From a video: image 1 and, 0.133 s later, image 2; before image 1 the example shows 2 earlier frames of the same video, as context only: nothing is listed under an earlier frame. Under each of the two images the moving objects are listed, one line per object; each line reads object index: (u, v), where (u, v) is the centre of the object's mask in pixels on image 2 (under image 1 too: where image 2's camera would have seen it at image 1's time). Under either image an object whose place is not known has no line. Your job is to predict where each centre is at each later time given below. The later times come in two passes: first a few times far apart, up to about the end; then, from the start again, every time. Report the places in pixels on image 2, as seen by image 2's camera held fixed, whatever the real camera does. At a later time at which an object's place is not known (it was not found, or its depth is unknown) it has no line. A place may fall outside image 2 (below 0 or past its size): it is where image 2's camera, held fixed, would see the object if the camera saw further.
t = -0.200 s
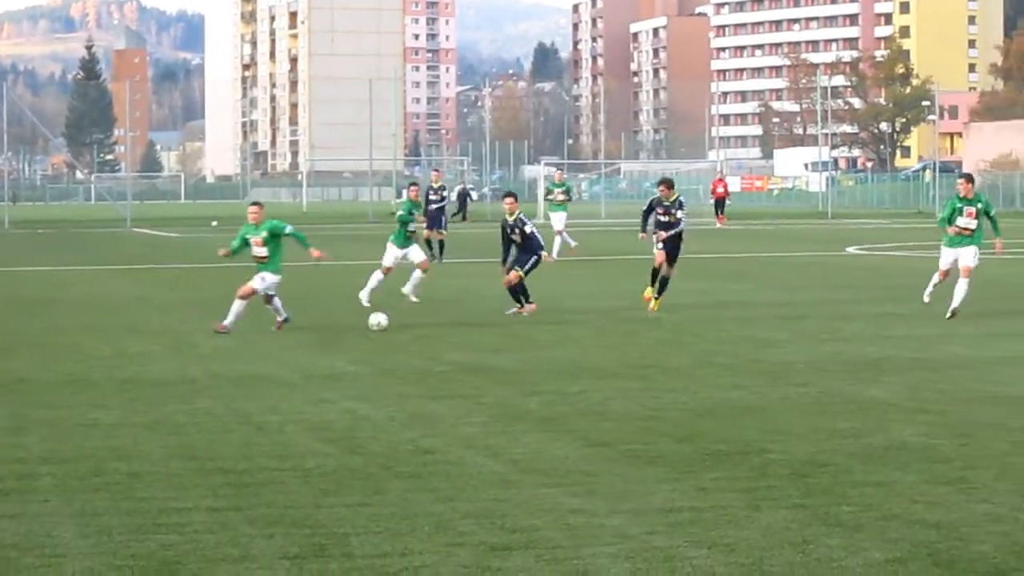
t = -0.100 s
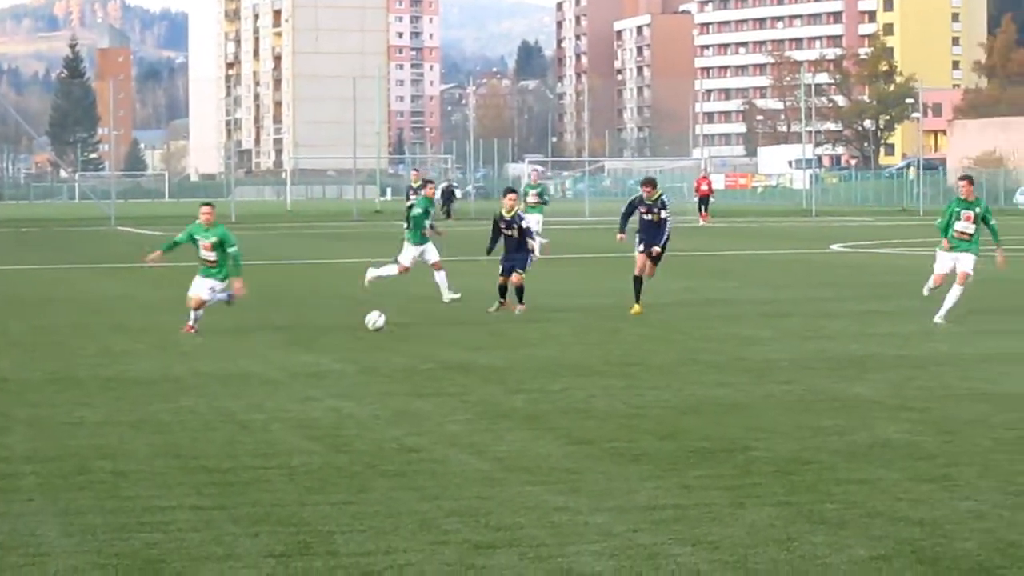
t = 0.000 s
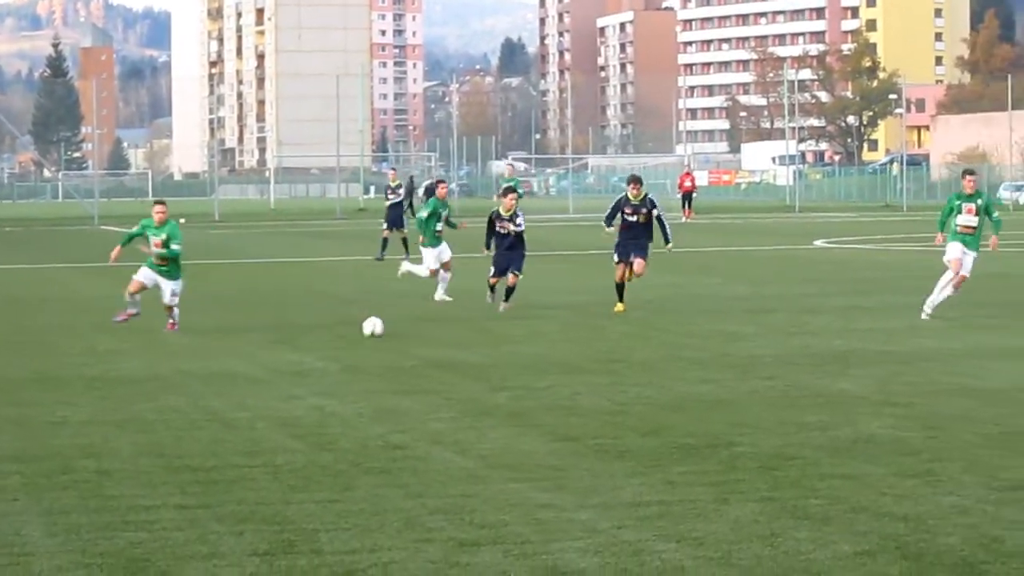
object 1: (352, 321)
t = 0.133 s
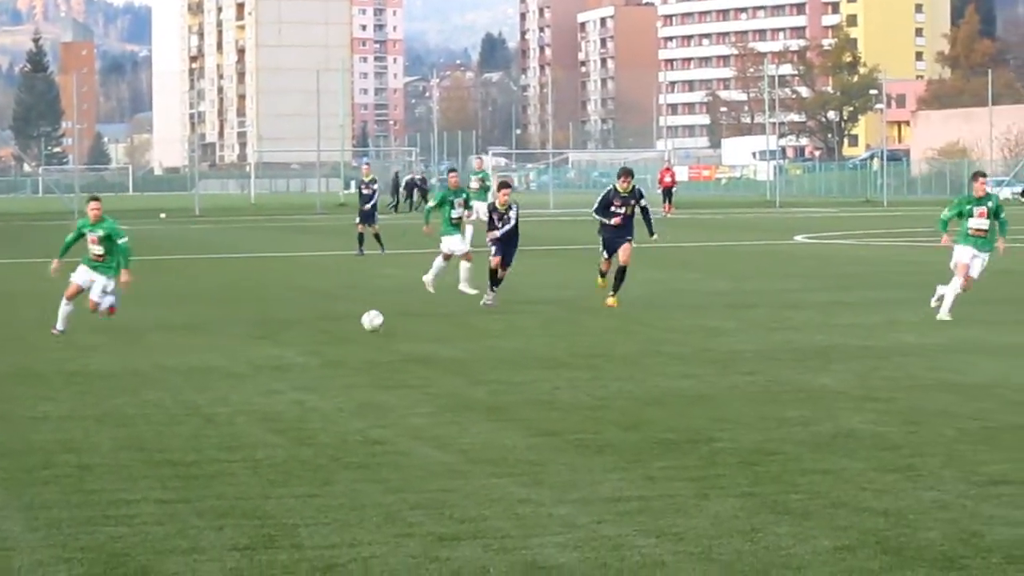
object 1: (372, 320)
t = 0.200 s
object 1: (382, 327)
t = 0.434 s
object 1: (419, 336)
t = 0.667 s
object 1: (457, 347)
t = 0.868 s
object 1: (492, 355)
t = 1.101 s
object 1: (539, 366)
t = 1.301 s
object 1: (584, 378)
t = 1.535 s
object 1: (642, 390)
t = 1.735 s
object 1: (696, 402)
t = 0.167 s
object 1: (377, 323)
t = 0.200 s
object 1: (382, 327)
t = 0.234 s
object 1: (387, 329)
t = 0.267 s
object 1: (392, 328)
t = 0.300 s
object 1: (397, 327)
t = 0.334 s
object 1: (402, 327)
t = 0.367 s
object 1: (407, 329)
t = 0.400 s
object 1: (413, 332)
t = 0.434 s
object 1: (419, 336)
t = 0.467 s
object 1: (423, 338)
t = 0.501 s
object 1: (429, 337)
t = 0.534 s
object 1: (435, 337)
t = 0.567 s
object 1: (440, 338)
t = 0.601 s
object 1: (445, 340)
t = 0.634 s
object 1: (451, 343)
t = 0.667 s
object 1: (457, 347)
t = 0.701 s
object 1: (463, 347)
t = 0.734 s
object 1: (468, 347)
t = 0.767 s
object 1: (474, 349)
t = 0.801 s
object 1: (480, 352)
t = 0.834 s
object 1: (486, 353)
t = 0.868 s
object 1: (492, 355)
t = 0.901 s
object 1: (499, 355)
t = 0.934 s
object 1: (505, 357)
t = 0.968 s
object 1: (512, 360)
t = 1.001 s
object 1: (518, 362)
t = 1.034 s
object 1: (525, 364)
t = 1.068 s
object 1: (532, 364)
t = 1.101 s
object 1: (539, 366)
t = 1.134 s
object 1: (546, 368)
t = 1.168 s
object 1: (553, 372)
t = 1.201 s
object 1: (561, 373)
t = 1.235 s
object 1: (569, 375)
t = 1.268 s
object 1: (576, 377)
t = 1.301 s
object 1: (584, 378)
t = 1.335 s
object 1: (593, 380)
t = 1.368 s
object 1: (601, 382)
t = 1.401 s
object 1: (609, 383)
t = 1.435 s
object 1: (617, 385)
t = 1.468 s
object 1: (626, 387)
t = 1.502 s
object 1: (635, 389)
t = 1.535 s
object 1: (642, 390)
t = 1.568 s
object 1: (651, 393)
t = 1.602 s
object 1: (661, 396)
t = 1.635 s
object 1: (670, 397)
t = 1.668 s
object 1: (678, 398)
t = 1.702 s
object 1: (687, 400)
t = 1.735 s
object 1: (696, 402)
